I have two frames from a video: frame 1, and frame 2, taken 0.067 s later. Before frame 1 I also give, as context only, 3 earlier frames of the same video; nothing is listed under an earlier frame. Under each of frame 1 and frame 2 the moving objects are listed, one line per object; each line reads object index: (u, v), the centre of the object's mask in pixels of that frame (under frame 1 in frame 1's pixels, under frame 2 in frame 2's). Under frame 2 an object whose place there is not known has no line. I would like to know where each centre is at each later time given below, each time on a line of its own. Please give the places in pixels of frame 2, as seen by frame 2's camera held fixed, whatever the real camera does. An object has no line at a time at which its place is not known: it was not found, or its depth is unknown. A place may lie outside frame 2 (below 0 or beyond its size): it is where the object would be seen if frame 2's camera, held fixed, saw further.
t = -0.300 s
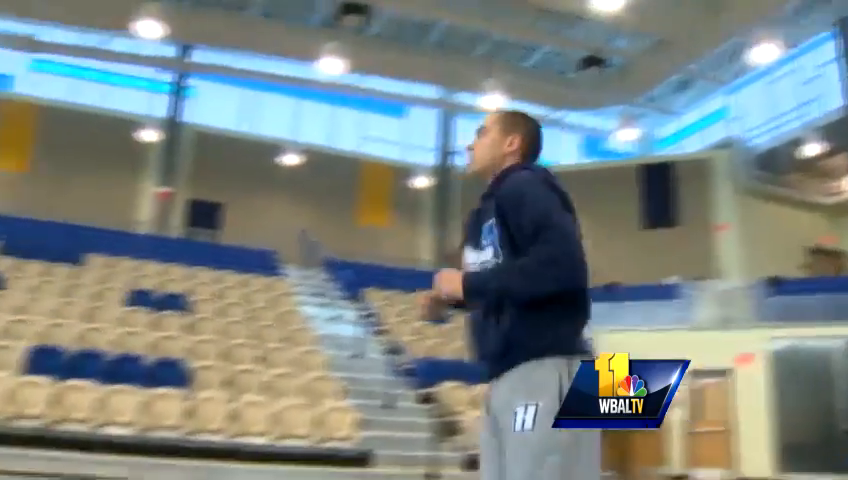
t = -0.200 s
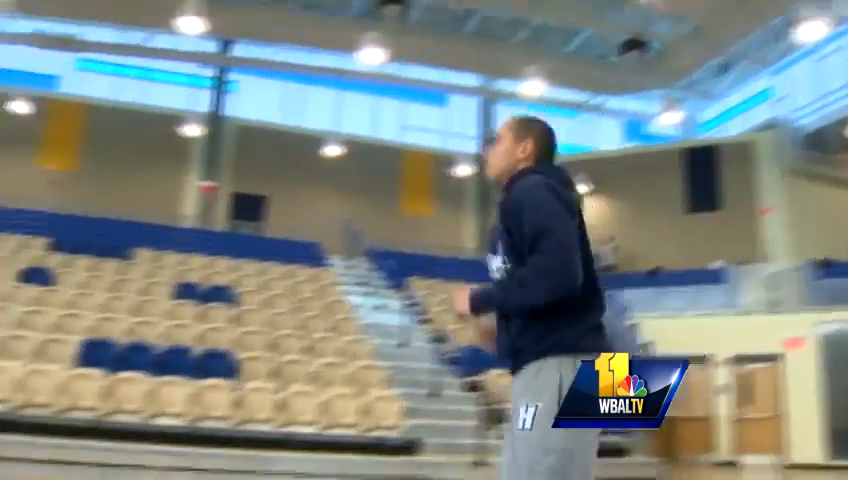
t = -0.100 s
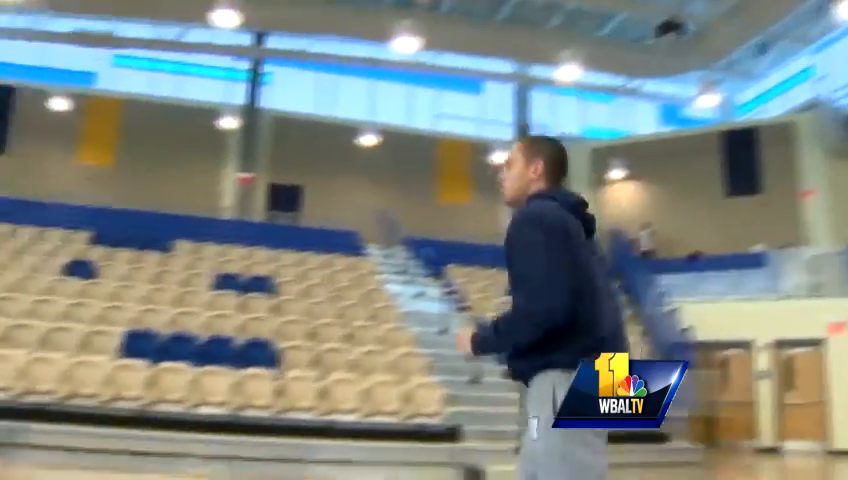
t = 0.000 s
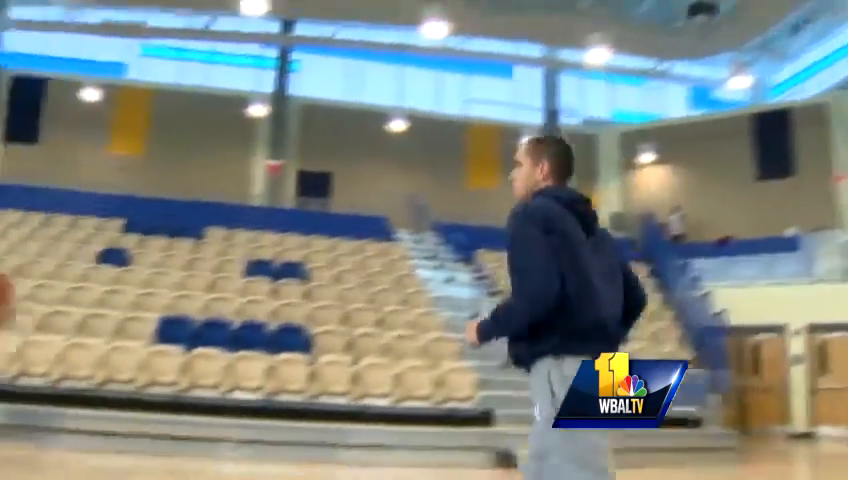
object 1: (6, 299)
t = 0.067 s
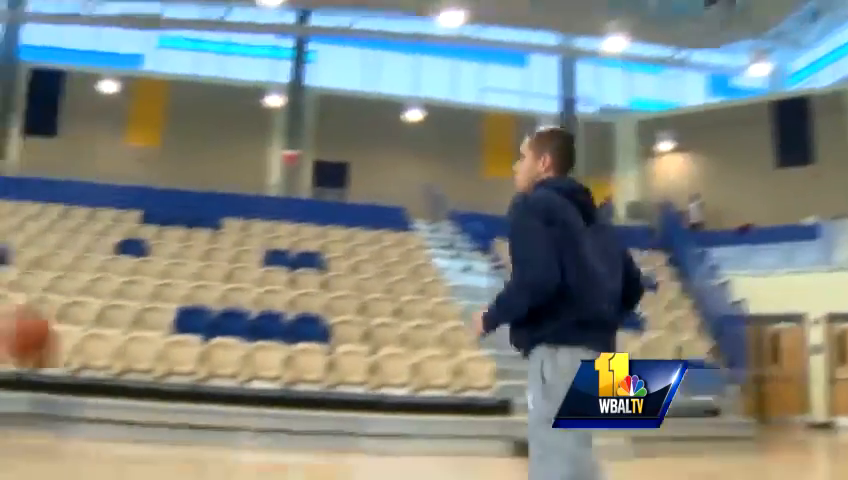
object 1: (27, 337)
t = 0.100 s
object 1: (42, 372)
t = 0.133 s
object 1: (49, 409)
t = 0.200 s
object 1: (62, 483)
